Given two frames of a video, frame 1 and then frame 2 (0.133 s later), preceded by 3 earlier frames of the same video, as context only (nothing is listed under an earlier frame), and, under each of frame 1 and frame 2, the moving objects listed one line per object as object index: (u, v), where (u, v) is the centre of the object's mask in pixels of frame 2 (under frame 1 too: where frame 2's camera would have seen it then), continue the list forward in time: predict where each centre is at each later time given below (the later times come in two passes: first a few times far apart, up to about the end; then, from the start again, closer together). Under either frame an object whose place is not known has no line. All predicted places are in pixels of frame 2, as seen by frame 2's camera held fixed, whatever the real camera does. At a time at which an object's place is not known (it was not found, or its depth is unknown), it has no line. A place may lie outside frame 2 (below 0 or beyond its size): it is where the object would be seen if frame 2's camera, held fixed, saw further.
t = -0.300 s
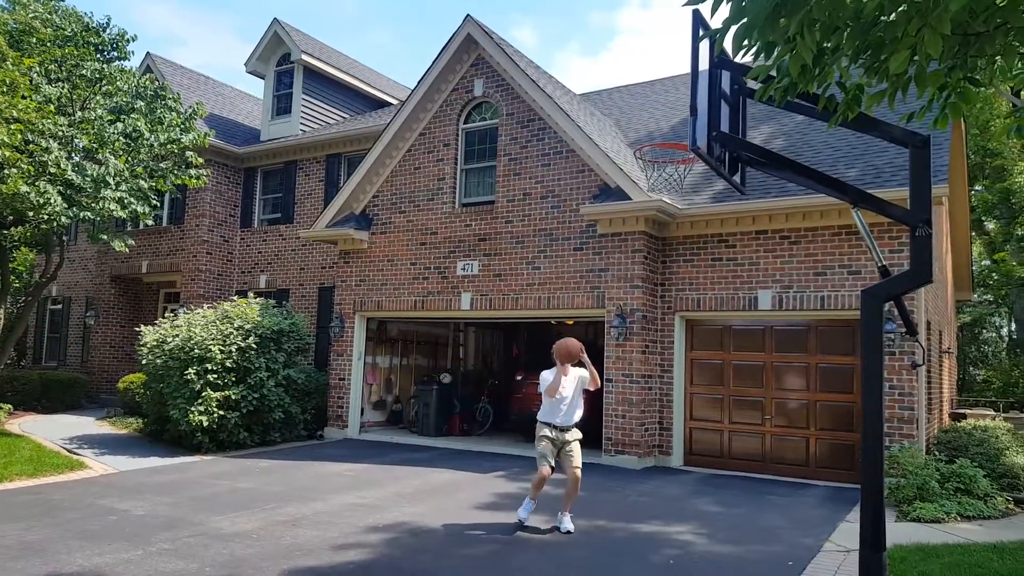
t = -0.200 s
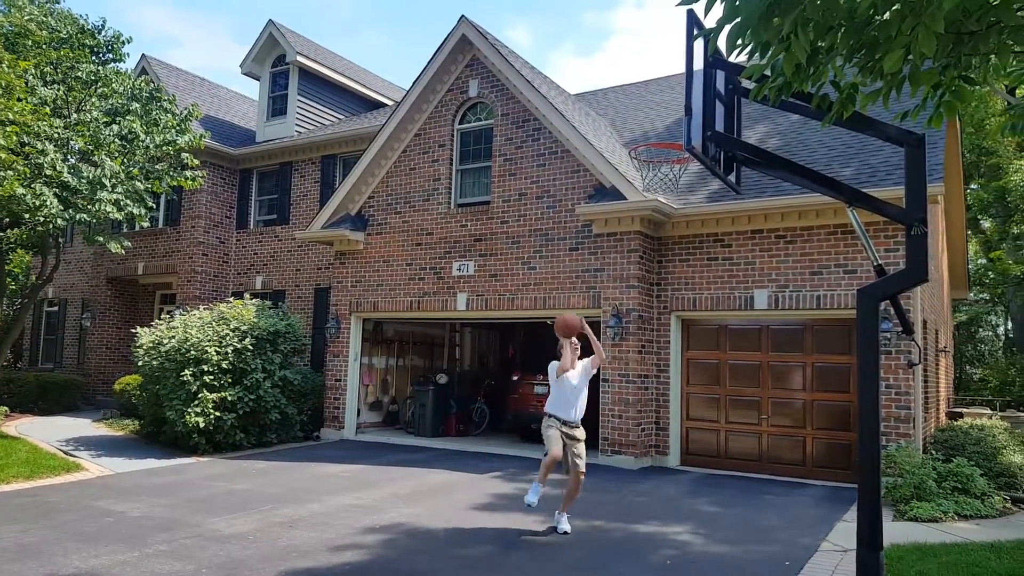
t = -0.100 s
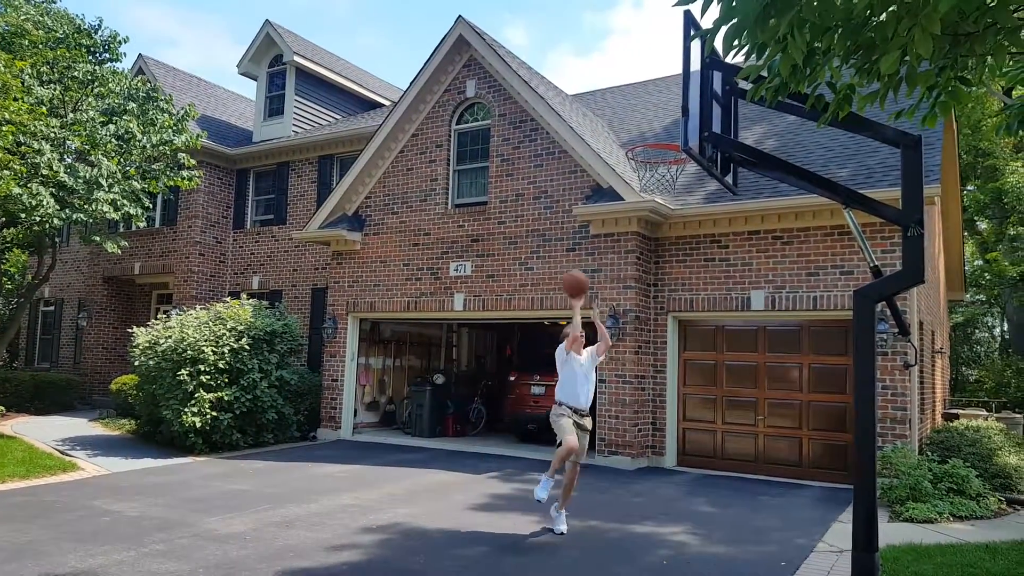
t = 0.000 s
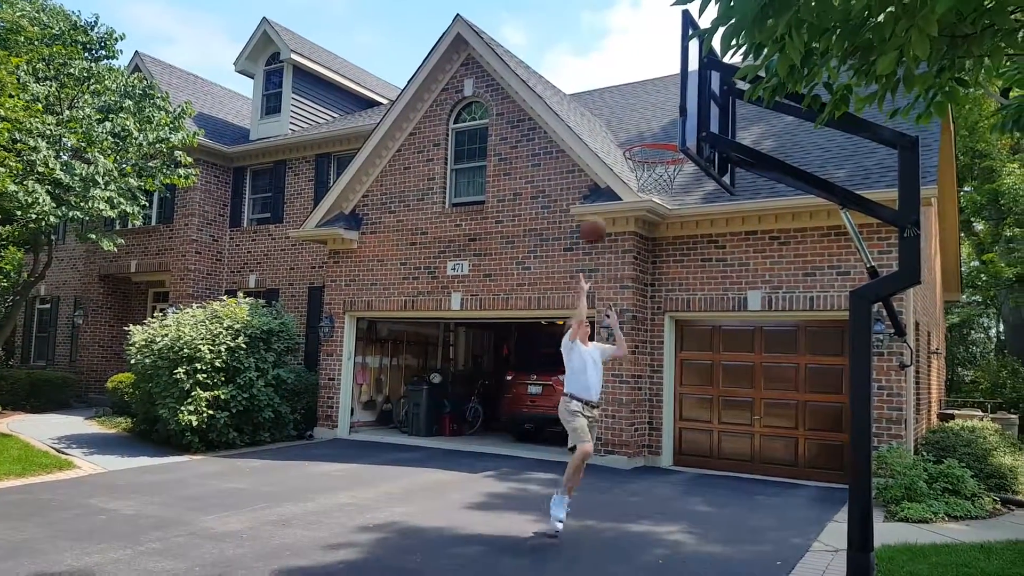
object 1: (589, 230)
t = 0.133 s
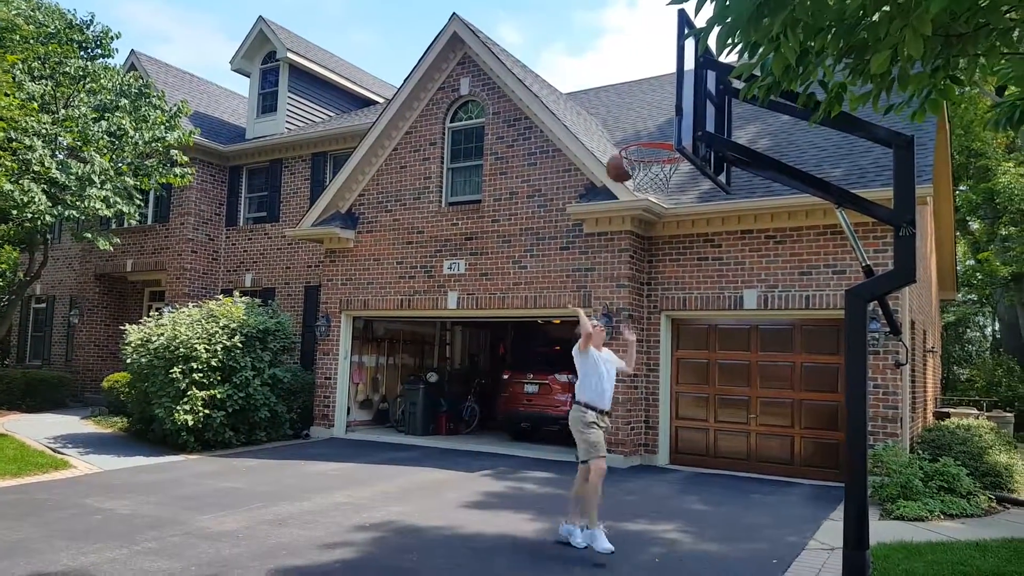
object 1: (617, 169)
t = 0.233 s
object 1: (645, 131)
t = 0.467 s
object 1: (663, 101)
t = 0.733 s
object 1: (597, 131)
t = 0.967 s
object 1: (549, 174)
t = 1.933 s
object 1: (374, 298)
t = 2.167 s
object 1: (339, 255)
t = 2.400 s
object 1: (302, 279)
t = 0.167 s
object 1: (628, 156)
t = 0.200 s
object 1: (636, 142)
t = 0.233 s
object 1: (645, 131)
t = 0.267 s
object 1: (654, 122)
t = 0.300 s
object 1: (661, 113)
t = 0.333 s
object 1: (665, 105)
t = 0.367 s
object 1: (670, 97)
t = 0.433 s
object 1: (668, 96)
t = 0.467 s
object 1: (663, 101)
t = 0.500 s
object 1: (656, 106)
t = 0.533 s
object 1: (645, 113)
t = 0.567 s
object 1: (635, 122)
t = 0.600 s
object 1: (624, 132)
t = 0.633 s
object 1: (617, 133)
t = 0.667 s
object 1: (610, 131)
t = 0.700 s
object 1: (603, 130)
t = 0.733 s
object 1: (597, 131)
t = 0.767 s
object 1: (590, 133)
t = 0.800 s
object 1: (583, 136)
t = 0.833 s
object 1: (576, 141)
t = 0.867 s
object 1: (570, 146)
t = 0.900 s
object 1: (563, 154)
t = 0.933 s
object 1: (555, 163)
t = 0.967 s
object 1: (549, 174)
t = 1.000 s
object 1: (542, 186)
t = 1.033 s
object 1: (534, 199)
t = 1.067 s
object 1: (528, 214)
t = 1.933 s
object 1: (374, 298)
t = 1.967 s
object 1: (370, 288)
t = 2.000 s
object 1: (365, 279)
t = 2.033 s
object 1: (360, 272)
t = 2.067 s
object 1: (356, 266)
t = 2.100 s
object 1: (350, 261)
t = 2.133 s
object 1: (344, 257)
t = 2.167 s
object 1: (339, 255)
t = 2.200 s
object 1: (334, 254)
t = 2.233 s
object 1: (329, 255)
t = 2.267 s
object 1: (324, 257)
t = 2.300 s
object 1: (317, 260)
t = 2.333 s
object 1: (312, 264)
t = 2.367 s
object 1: (306, 272)
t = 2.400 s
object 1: (302, 279)
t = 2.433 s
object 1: (294, 287)
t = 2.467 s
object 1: (289, 297)
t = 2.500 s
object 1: (283, 309)
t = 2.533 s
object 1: (277, 323)
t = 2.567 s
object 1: (270, 337)
